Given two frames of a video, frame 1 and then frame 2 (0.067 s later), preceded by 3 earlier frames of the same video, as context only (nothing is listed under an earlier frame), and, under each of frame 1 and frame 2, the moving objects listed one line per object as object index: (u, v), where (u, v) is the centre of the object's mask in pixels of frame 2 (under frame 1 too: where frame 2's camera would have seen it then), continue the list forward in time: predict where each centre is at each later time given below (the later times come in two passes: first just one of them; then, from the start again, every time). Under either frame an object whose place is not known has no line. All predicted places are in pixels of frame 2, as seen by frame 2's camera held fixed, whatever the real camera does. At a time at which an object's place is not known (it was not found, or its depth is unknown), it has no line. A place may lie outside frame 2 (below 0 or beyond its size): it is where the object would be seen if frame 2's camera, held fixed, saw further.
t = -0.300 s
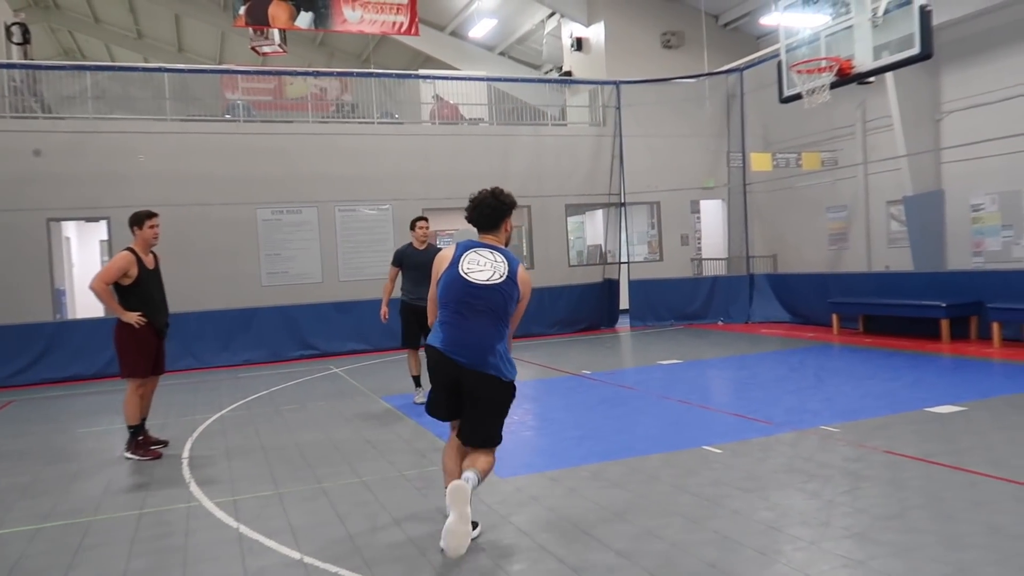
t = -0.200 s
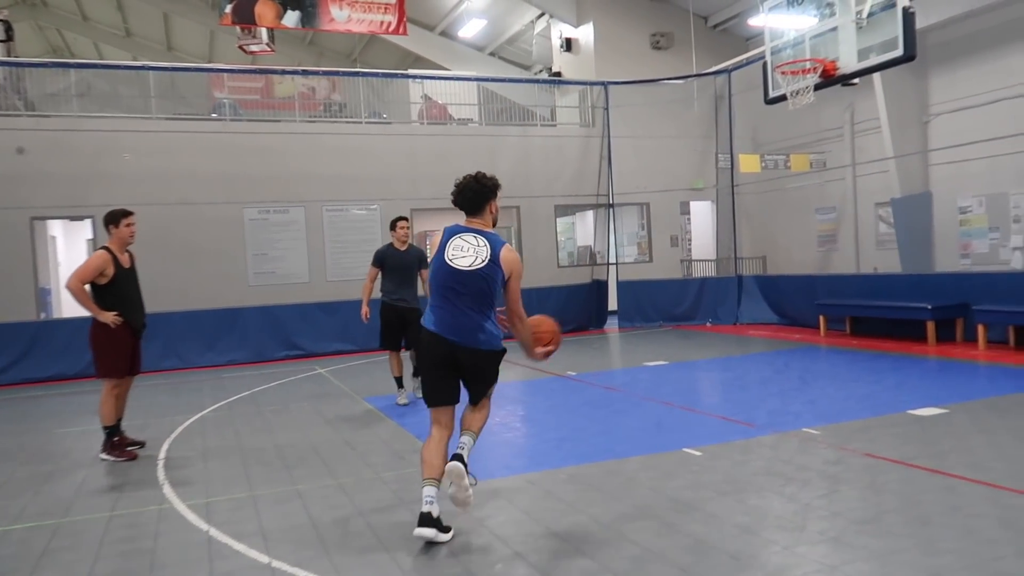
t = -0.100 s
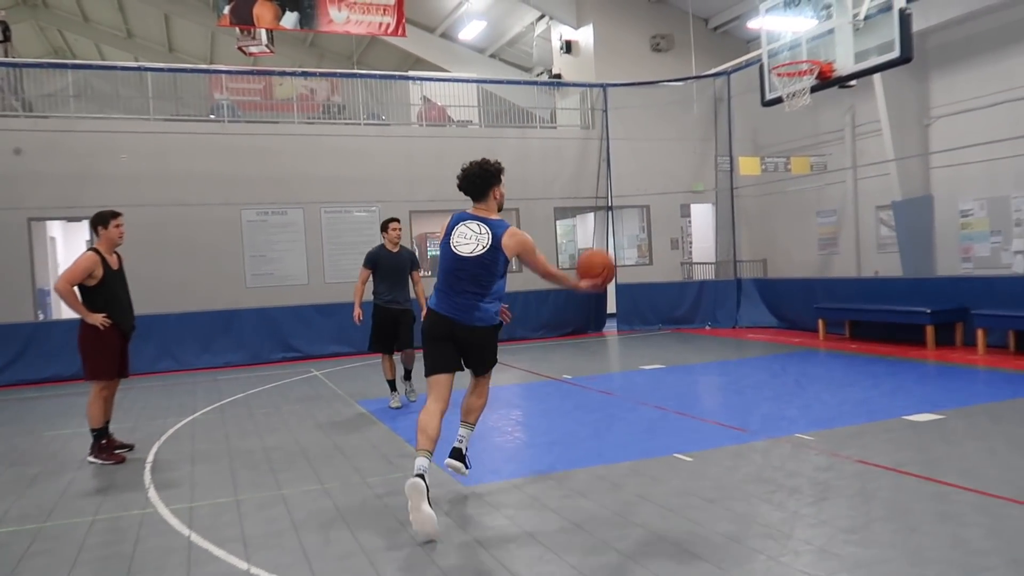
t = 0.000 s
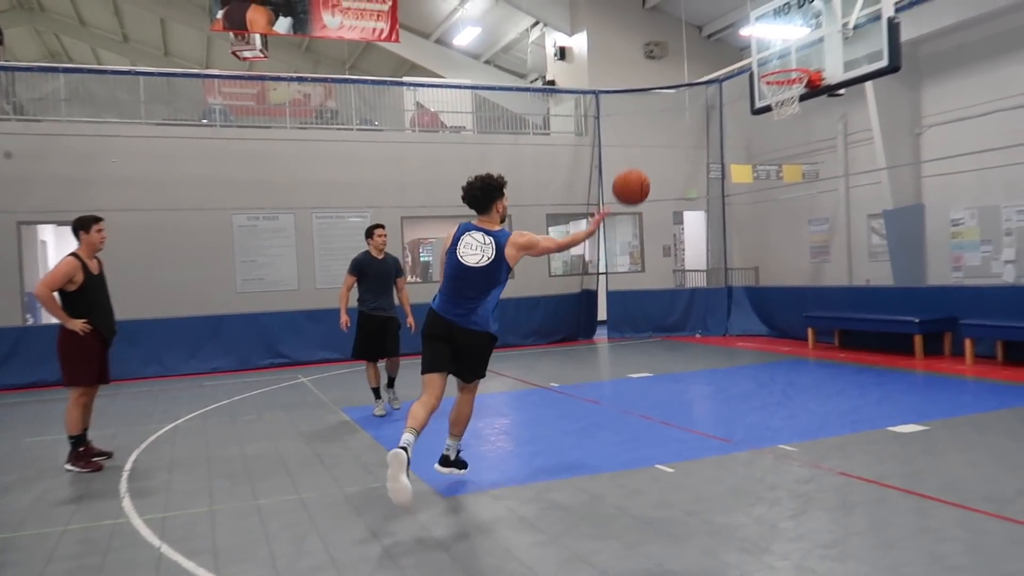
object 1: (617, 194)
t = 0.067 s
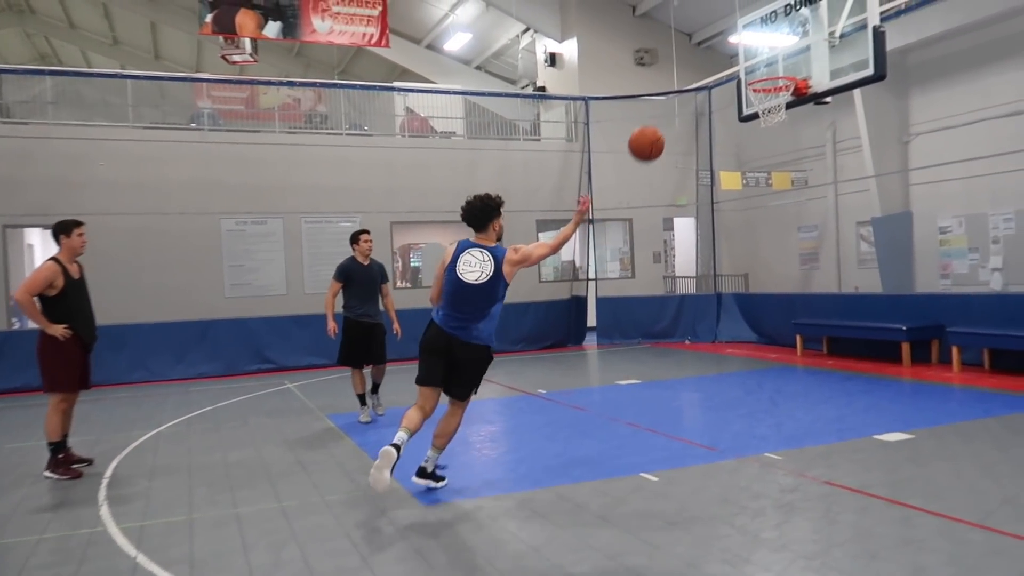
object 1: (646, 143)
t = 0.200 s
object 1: (696, 72)
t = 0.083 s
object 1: (653, 132)
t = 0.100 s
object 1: (659, 123)
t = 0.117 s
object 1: (666, 113)
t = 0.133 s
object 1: (672, 104)
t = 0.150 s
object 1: (678, 95)
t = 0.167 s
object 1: (684, 87)
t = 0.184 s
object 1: (690, 79)
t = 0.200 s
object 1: (696, 72)
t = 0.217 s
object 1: (702, 65)
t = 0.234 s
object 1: (707, 59)
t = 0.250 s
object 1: (713, 54)
